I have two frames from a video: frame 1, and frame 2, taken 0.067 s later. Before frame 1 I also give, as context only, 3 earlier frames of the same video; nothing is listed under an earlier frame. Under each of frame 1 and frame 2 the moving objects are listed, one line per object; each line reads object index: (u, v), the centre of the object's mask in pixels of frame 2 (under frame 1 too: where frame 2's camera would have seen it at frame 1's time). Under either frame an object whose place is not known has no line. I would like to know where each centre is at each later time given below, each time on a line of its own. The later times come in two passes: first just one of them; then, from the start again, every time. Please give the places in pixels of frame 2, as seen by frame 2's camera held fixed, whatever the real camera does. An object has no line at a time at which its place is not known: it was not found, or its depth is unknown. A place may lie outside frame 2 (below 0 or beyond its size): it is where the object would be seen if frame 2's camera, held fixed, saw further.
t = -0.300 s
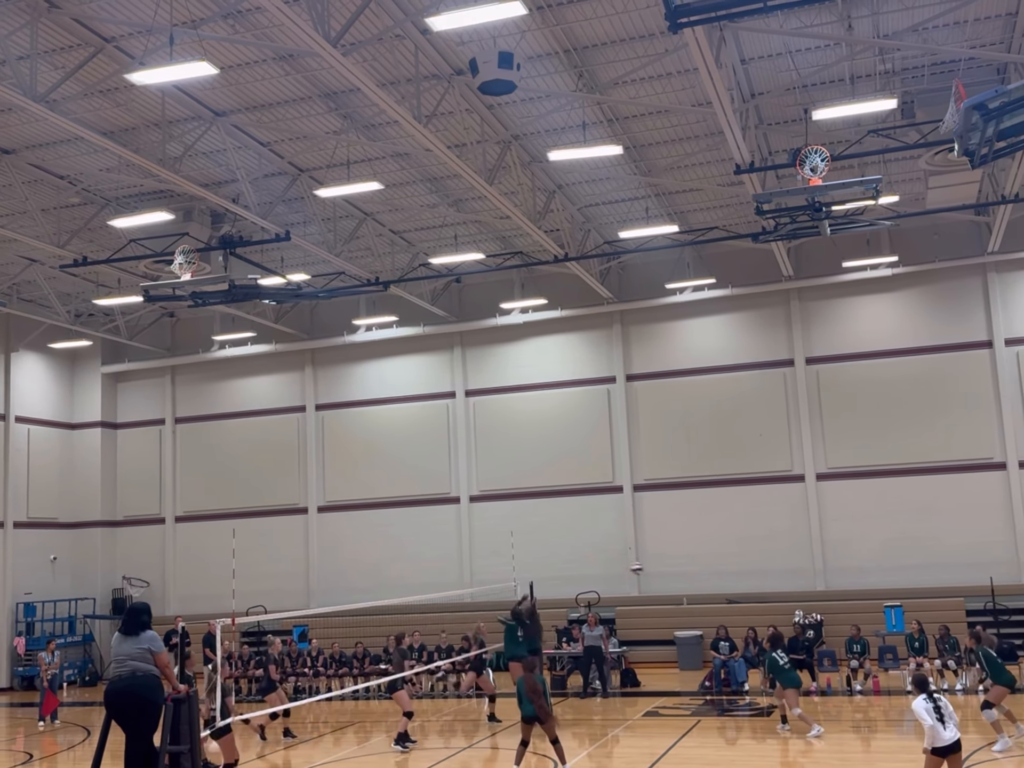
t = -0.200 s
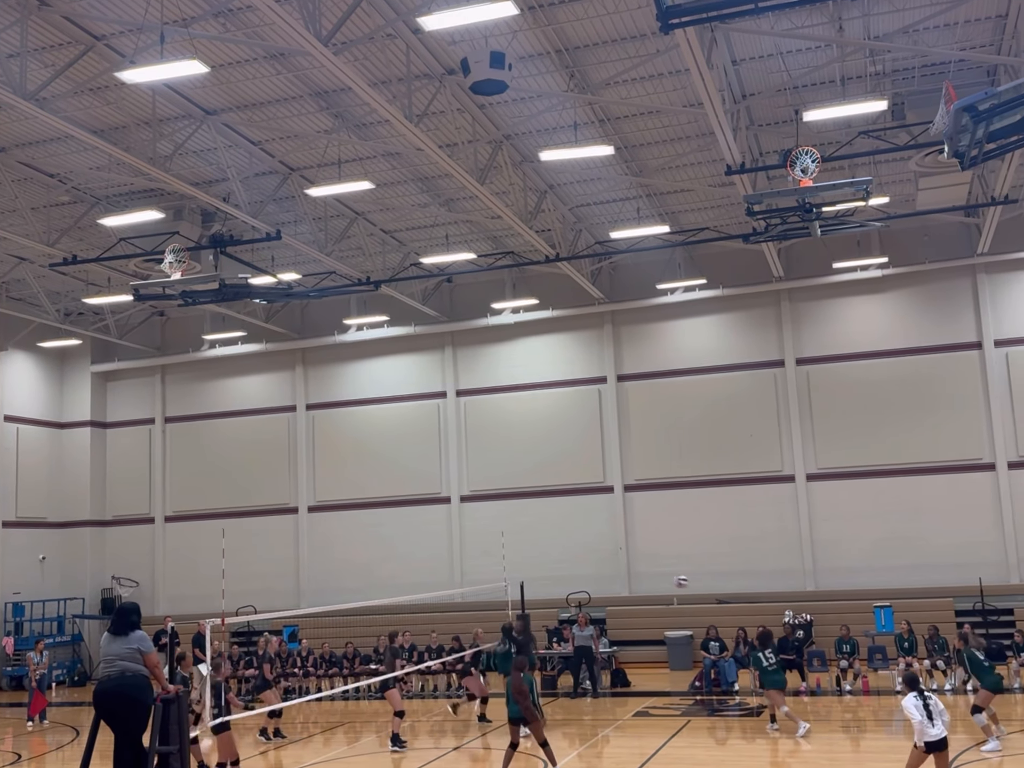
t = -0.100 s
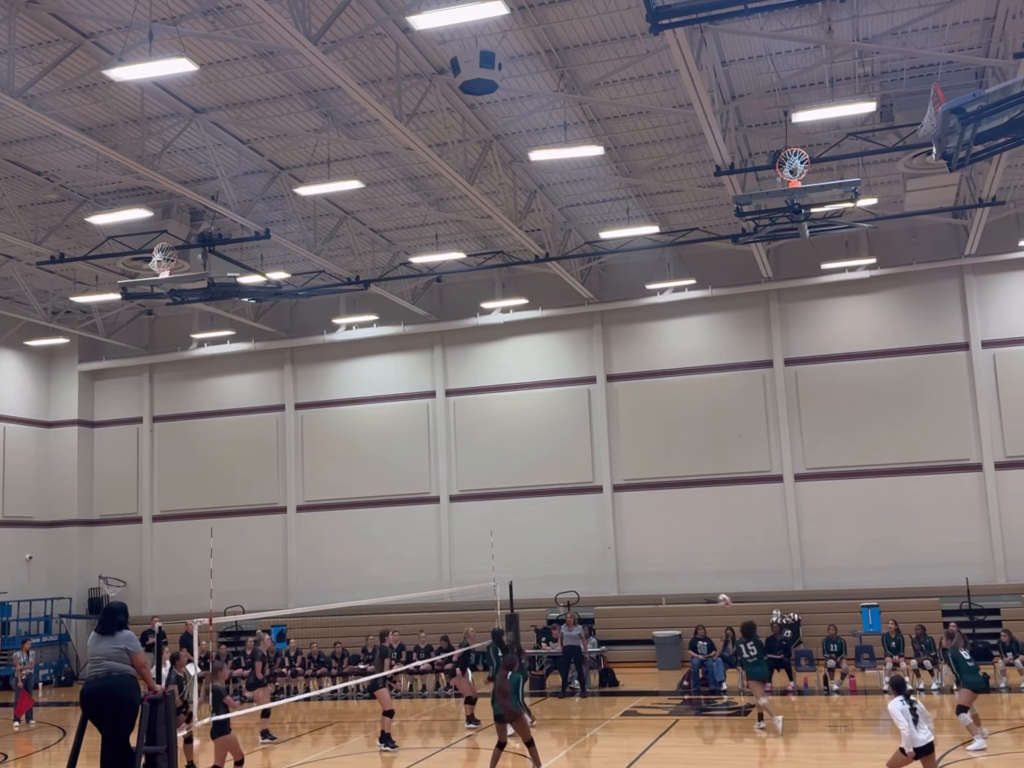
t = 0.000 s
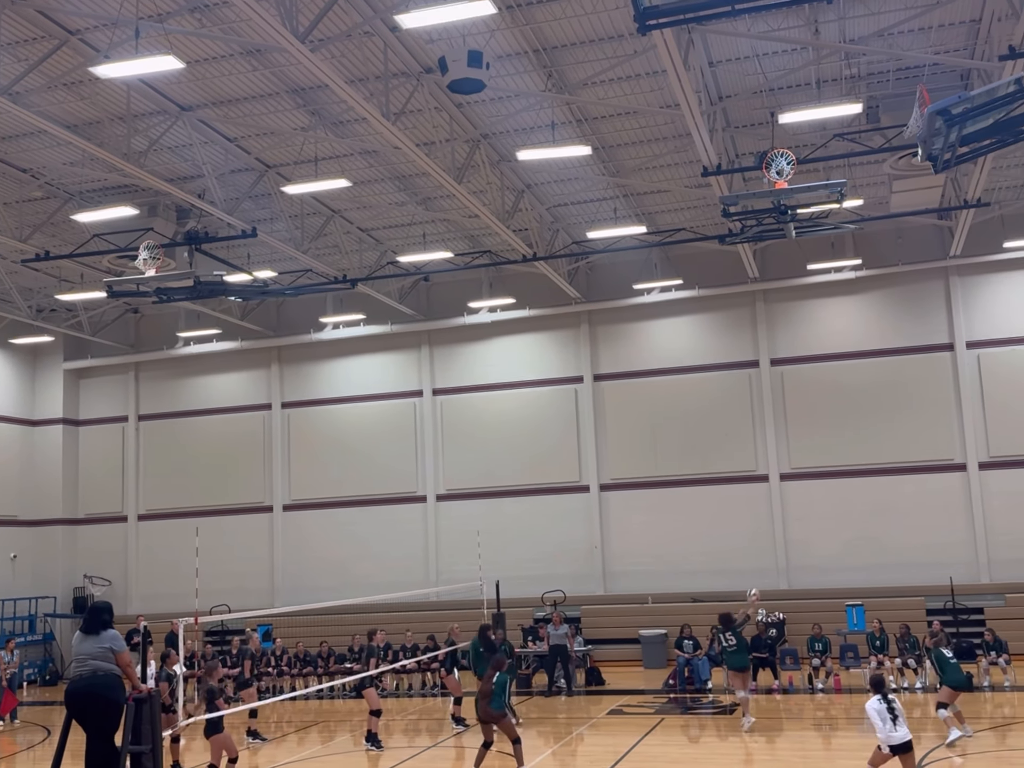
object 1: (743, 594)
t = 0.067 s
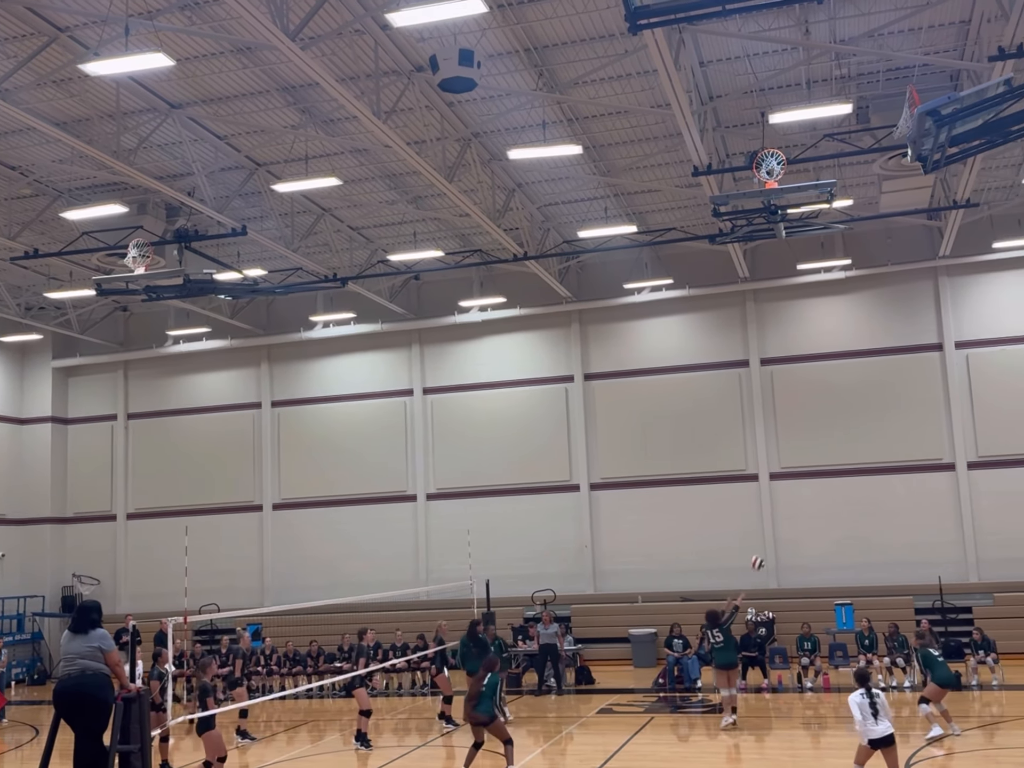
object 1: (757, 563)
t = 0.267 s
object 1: (806, 479)
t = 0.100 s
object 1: (765, 547)
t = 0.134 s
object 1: (773, 532)
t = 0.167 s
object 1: (781, 518)
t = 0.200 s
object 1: (789, 504)
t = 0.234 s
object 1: (798, 492)
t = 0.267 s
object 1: (806, 479)
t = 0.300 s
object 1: (815, 468)
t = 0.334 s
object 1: (825, 457)
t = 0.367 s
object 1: (834, 446)
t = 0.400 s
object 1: (844, 437)
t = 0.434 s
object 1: (854, 428)
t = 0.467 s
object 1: (864, 419)
